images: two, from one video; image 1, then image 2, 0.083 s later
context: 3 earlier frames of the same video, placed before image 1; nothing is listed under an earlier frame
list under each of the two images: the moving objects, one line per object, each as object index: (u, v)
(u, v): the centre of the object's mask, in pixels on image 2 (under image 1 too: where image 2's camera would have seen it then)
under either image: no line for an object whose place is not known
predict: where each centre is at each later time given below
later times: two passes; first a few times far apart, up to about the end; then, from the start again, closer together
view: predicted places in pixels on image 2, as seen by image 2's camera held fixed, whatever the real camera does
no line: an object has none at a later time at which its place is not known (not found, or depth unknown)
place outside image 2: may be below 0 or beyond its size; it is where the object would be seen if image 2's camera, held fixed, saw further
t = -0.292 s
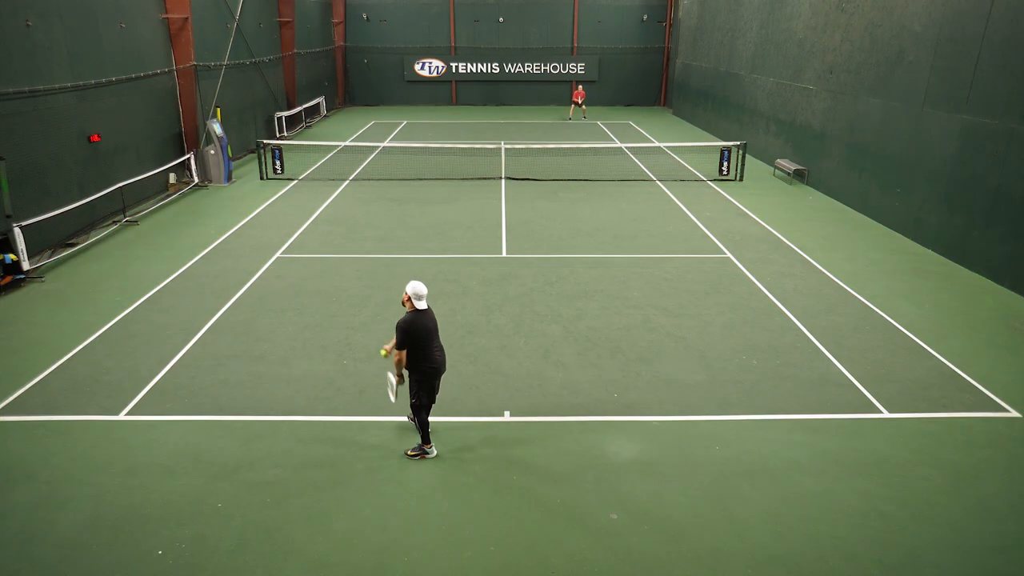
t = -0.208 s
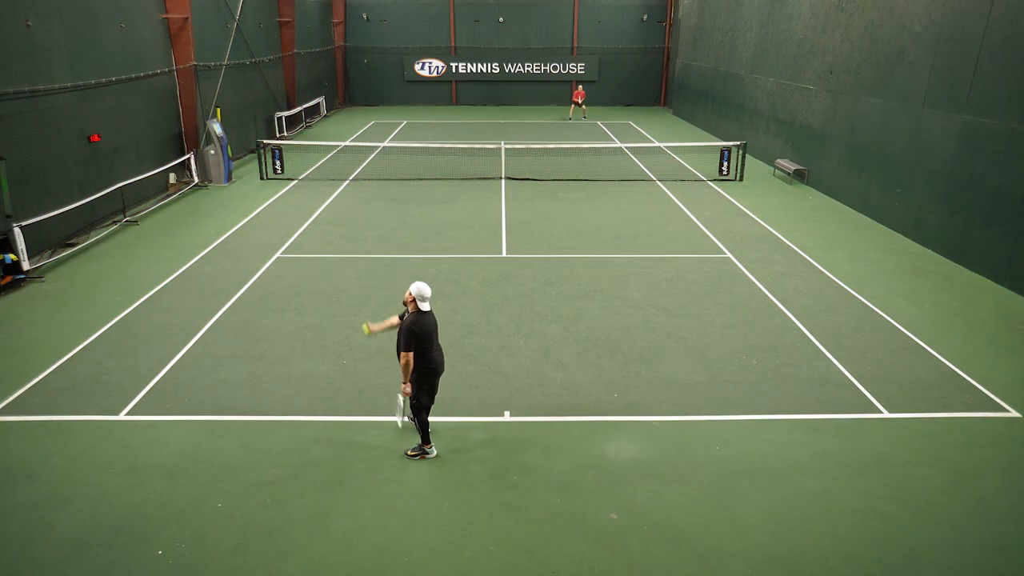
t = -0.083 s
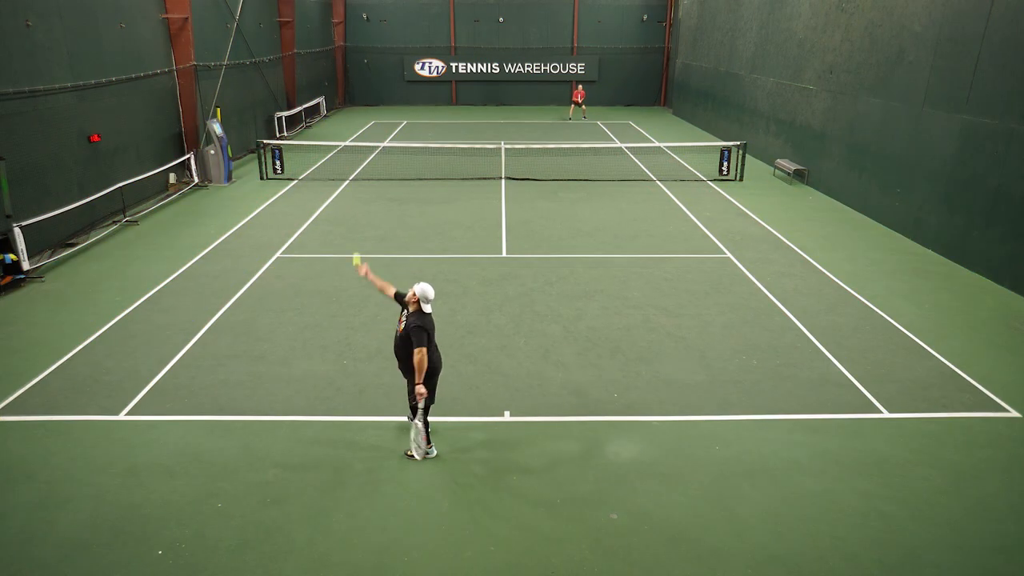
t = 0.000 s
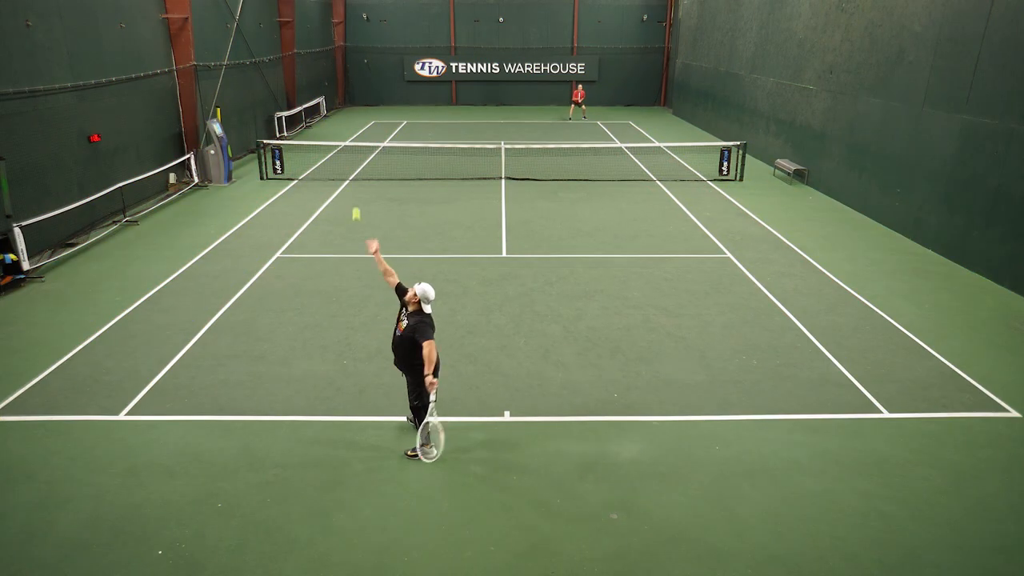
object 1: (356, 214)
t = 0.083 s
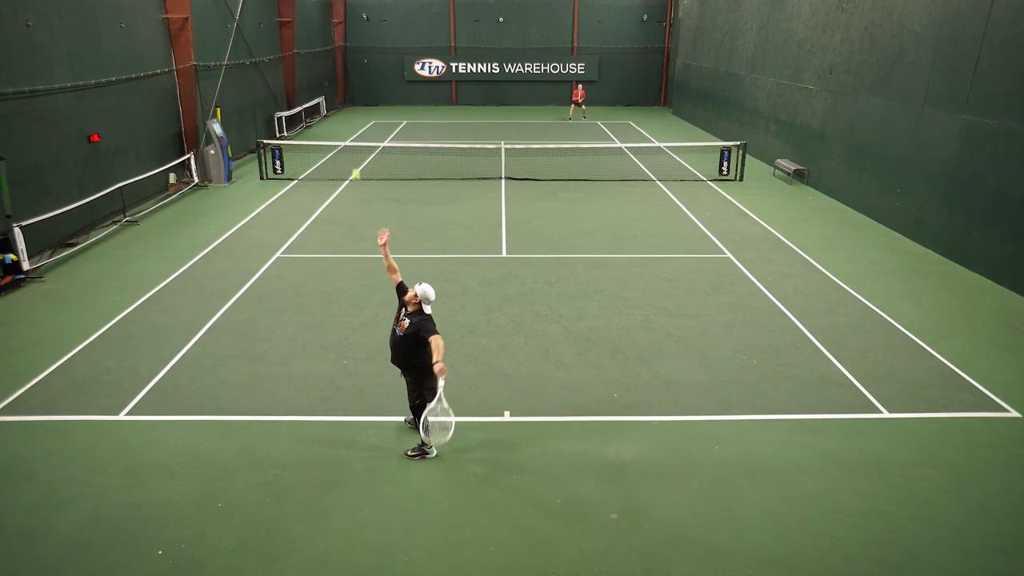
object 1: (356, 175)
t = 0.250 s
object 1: (357, 114)
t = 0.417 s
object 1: (361, 82)
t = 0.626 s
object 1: (369, 84)
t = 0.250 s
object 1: (357, 114)
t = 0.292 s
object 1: (358, 103)
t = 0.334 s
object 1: (359, 94)
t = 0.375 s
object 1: (360, 87)
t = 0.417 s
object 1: (361, 82)
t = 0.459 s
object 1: (362, 78)
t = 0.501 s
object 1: (364, 77)
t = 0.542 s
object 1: (365, 77)
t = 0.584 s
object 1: (367, 80)
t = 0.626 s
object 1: (369, 84)
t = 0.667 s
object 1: (371, 90)
